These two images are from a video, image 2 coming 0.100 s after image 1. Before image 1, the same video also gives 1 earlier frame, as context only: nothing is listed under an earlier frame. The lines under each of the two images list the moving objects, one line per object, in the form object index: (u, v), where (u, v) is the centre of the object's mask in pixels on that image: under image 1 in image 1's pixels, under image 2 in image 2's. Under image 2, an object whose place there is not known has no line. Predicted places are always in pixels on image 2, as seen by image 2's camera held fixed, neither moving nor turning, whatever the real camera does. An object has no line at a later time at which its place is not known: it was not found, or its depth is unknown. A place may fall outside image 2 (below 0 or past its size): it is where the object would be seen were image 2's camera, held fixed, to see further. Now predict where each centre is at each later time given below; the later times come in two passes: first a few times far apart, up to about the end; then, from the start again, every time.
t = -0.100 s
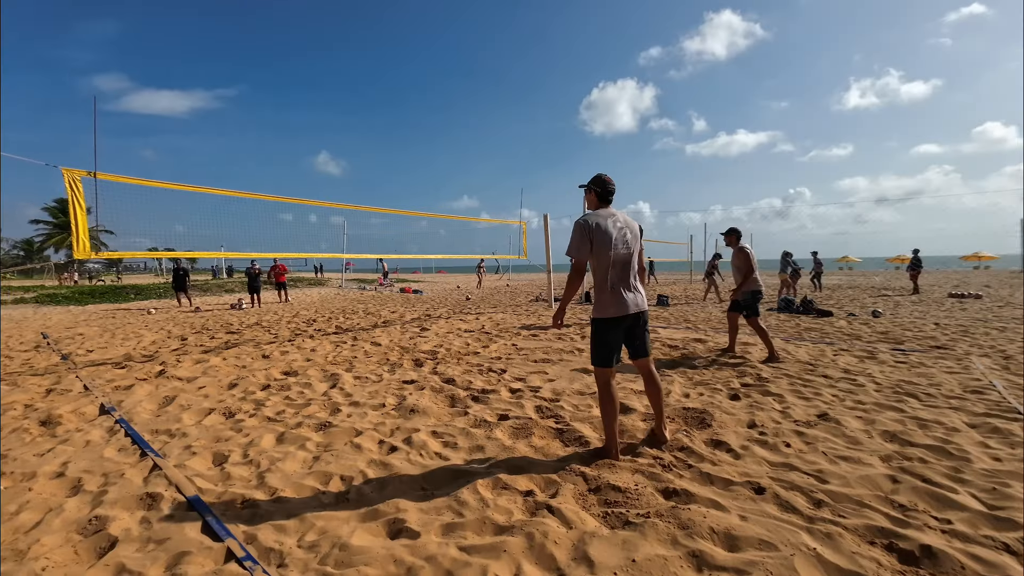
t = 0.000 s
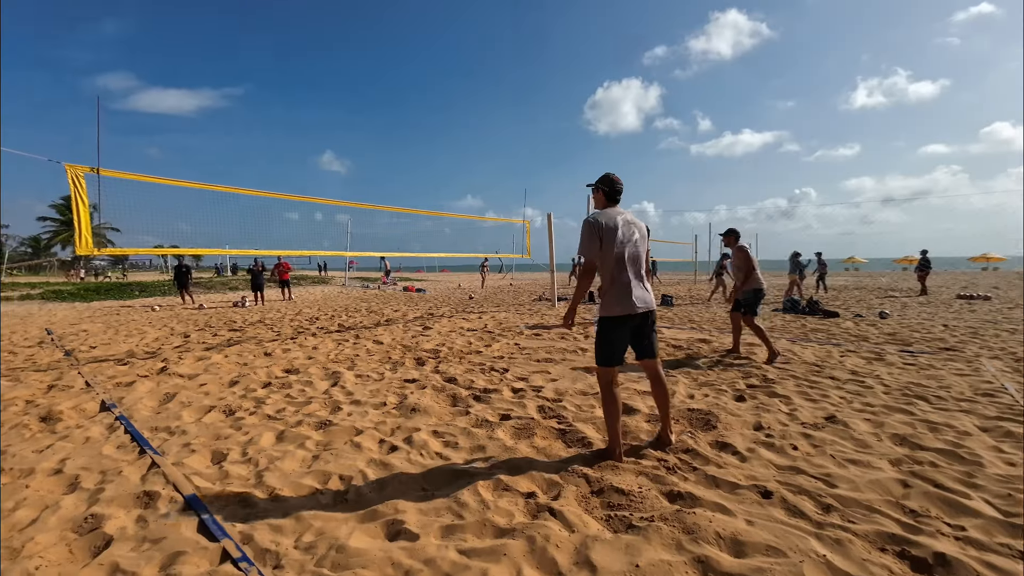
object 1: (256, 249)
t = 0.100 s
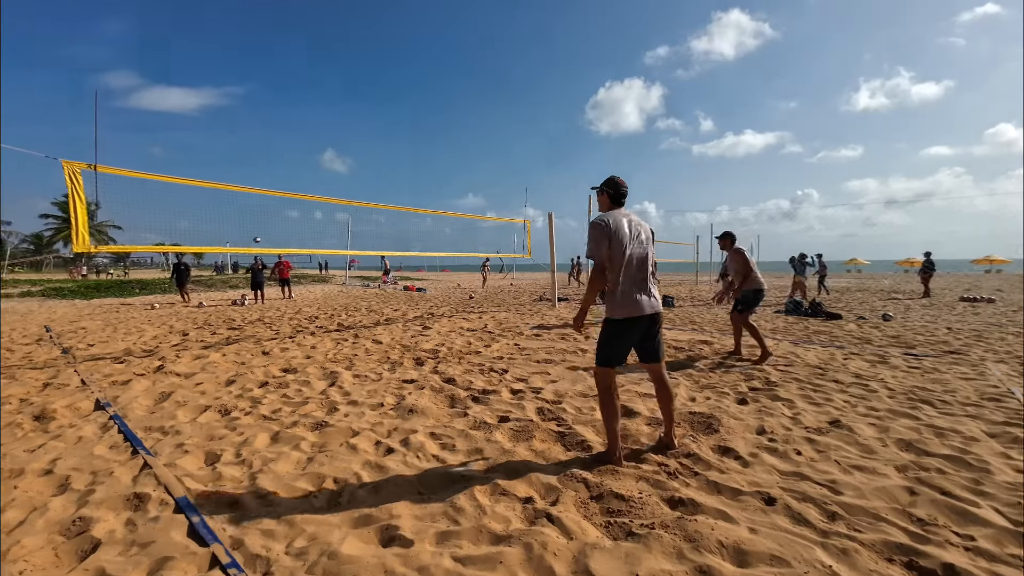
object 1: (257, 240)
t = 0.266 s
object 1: (256, 231)
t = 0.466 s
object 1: (256, 230)
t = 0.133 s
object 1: (256, 237)
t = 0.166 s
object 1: (256, 235)
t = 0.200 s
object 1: (256, 234)
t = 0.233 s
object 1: (256, 233)
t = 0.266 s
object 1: (256, 231)
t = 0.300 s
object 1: (256, 230)
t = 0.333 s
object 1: (256, 230)
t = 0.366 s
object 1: (255, 229)
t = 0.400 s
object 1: (255, 229)
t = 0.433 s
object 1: (255, 230)
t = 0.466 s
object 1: (256, 230)
